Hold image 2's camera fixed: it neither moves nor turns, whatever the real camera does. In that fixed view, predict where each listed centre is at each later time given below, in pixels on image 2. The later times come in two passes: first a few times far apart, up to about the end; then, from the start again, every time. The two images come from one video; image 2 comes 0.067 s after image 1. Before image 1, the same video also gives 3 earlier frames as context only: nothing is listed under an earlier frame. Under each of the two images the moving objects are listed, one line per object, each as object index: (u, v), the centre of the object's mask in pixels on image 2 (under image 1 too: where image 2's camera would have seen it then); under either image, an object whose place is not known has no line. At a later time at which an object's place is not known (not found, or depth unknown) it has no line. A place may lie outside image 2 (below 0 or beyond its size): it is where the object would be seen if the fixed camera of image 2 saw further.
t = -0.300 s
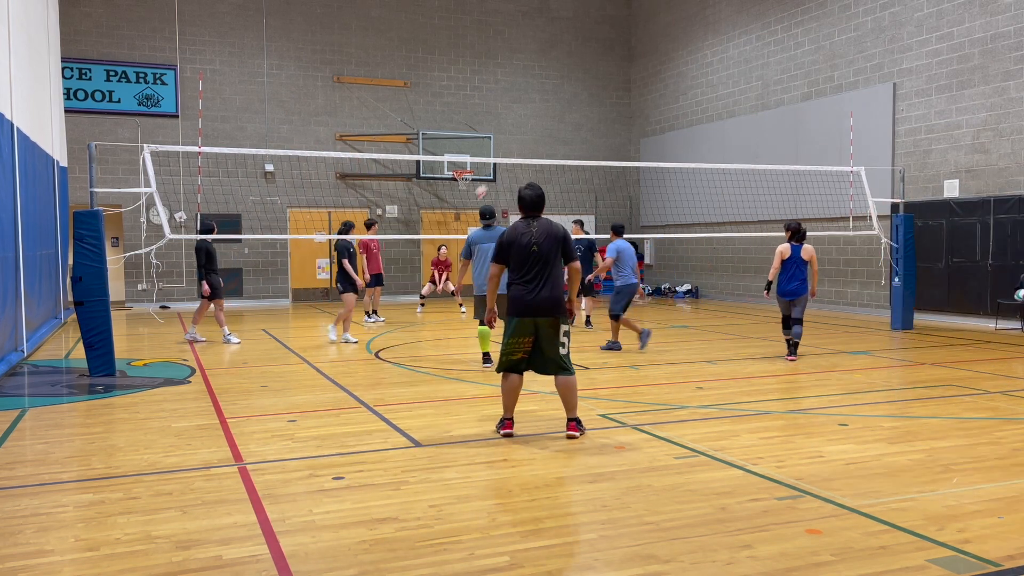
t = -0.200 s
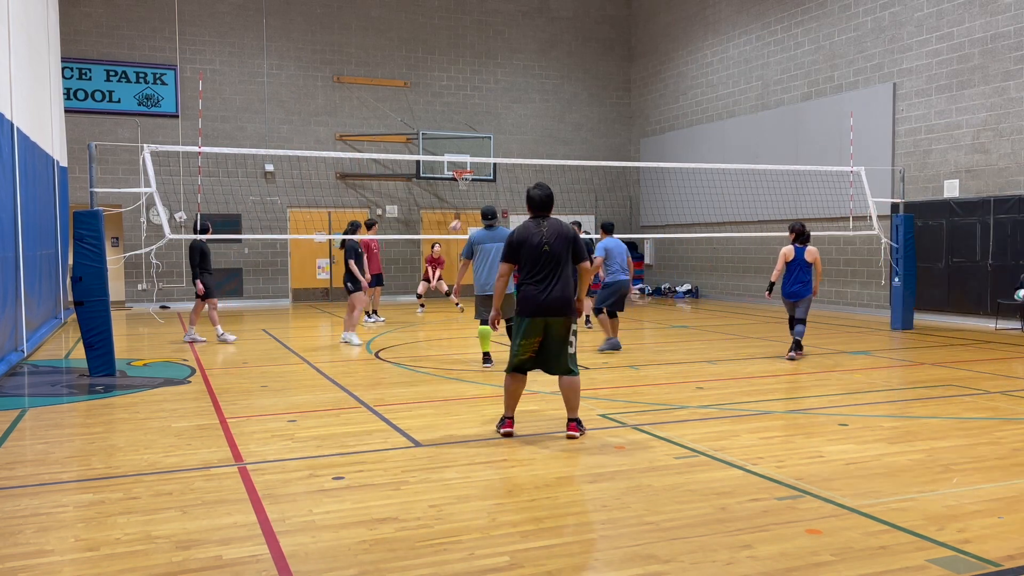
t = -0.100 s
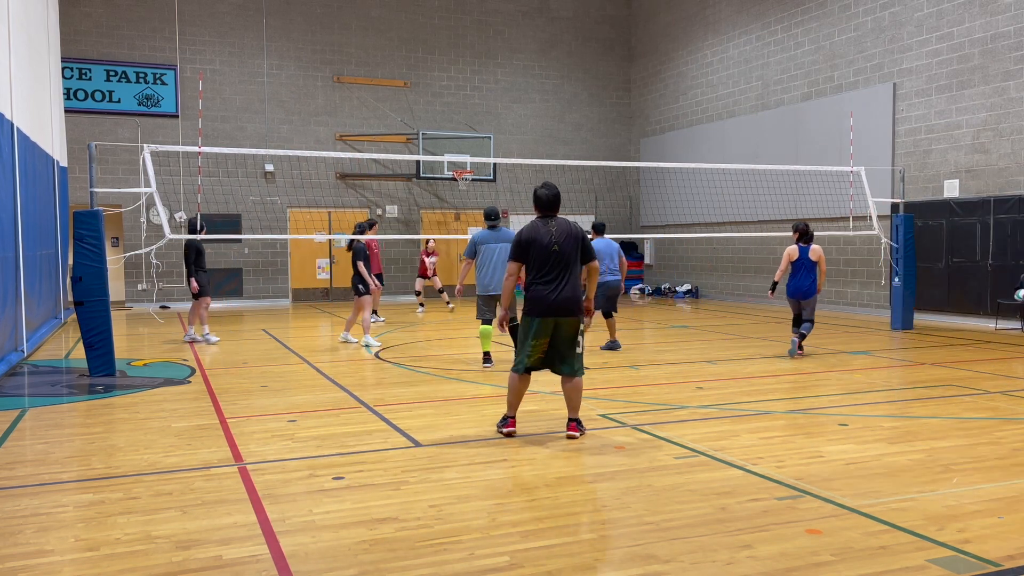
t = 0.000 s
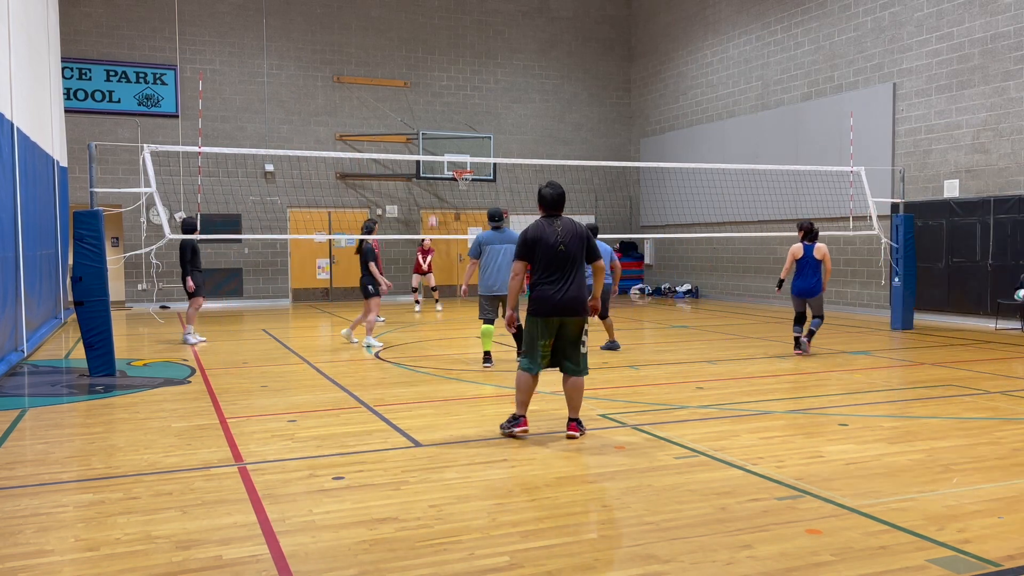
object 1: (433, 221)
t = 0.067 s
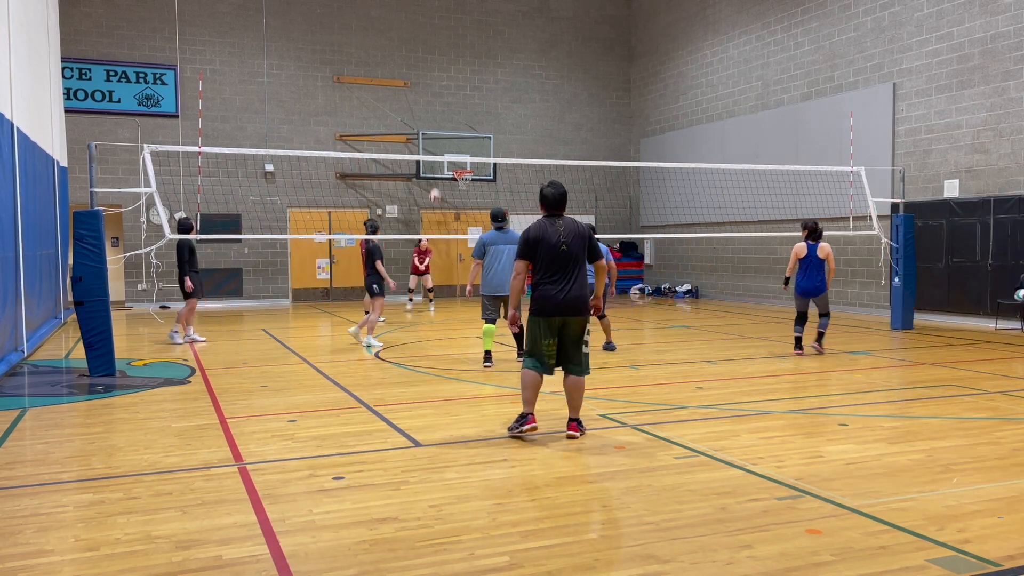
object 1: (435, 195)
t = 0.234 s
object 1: (441, 137)
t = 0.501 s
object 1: (452, 69)
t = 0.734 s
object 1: (464, 42)
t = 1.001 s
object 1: (478, 51)
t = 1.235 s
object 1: (493, 101)
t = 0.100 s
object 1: (436, 183)
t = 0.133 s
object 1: (437, 170)
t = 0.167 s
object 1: (439, 158)
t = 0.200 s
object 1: (439, 147)
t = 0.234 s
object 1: (441, 137)
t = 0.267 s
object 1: (442, 126)
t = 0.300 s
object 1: (444, 116)
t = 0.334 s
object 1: (445, 108)
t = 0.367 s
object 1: (447, 99)
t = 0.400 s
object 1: (448, 91)
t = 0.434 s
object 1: (450, 83)
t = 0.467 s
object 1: (451, 76)
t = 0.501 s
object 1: (452, 69)
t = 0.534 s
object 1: (454, 63)
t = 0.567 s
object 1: (456, 59)
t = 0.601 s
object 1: (457, 54)
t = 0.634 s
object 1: (458, 50)
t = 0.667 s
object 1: (460, 46)
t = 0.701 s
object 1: (462, 44)
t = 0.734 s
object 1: (464, 42)
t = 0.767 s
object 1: (465, 41)
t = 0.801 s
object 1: (467, 40)
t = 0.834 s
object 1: (469, 40)
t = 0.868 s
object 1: (470, 41)
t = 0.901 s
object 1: (472, 42)
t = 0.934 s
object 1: (474, 44)
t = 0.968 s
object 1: (476, 47)
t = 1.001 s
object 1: (478, 51)
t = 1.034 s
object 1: (480, 55)
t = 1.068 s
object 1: (482, 61)
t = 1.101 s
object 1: (484, 68)
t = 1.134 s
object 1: (486, 74)
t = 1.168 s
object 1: (488, 82)
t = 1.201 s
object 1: (491, 91)
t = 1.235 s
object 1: (493, 101)
